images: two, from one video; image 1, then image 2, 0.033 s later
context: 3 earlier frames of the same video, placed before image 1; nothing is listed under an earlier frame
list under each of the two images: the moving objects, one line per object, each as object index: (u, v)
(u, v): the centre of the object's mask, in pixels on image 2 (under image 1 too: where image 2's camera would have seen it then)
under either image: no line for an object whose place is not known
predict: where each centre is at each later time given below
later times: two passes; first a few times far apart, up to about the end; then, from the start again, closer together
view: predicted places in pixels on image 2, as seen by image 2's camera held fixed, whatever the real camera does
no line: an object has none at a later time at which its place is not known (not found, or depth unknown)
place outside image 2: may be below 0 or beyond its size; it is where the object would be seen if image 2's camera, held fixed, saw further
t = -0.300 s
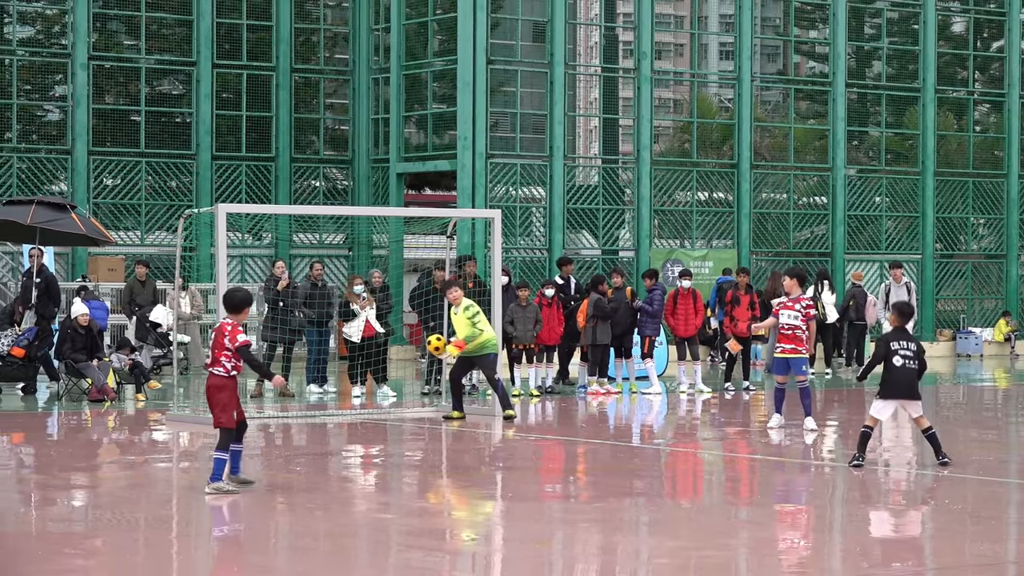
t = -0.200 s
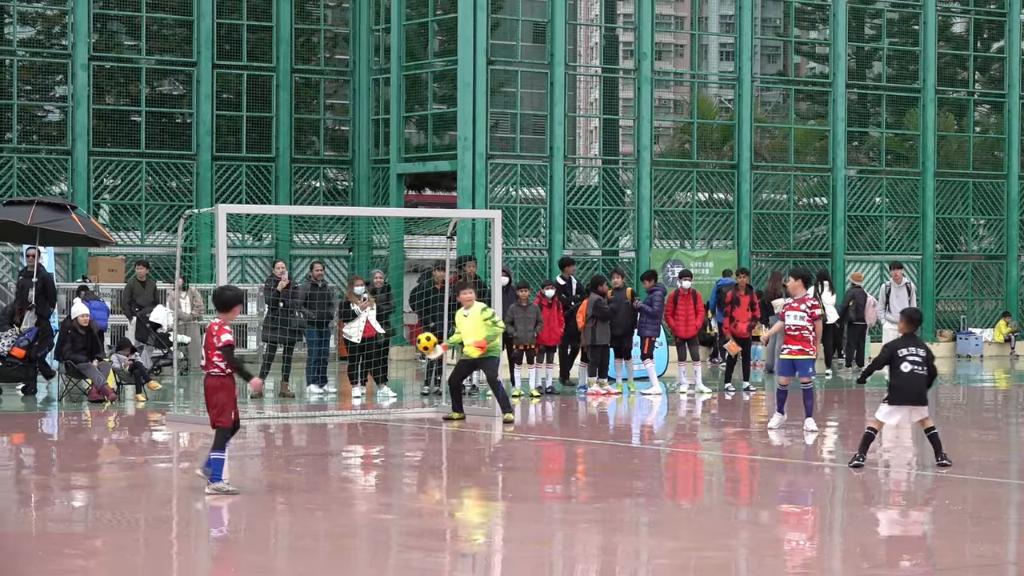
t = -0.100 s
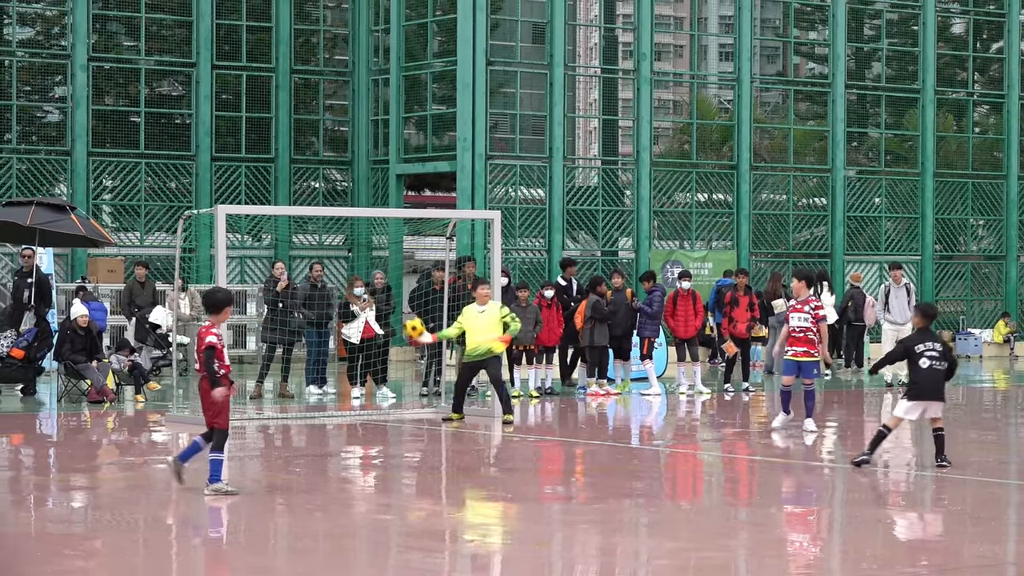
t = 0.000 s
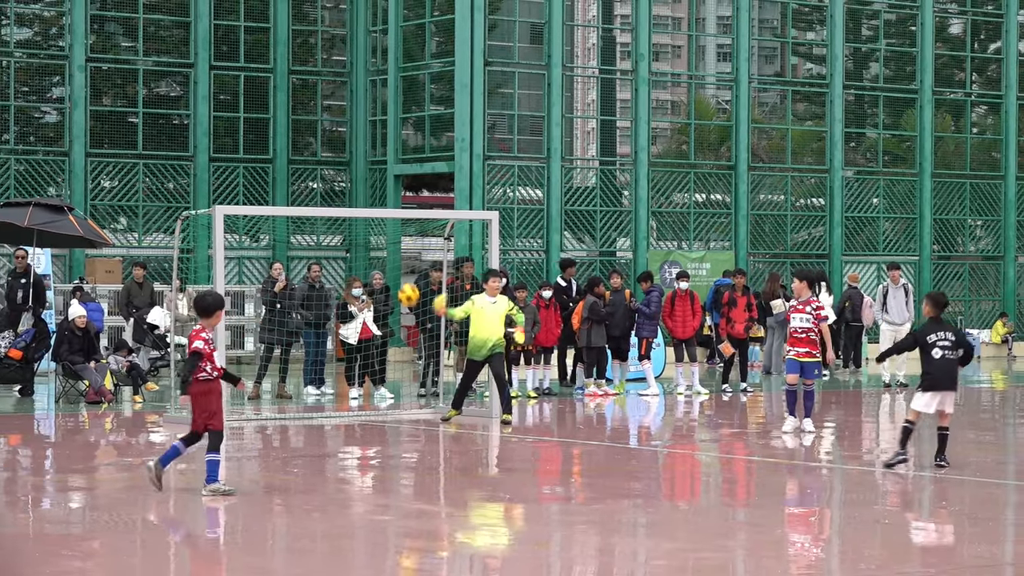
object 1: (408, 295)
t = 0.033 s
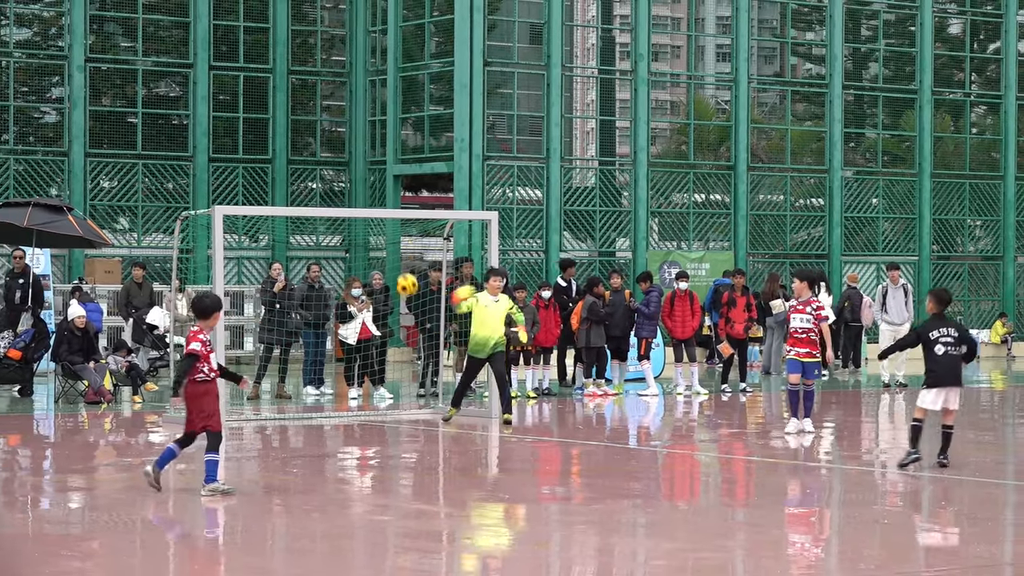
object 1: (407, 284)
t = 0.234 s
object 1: (400, 242)
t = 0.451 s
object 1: (391, 244)
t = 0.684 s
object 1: (381, 310)
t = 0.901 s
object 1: (372, 441)
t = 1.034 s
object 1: (358, 424)
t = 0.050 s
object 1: (406, 279)
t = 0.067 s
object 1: (406, 275)
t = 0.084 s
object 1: (405, 270)
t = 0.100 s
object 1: (405, 266)
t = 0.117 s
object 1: (404, 262)
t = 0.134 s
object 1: (403, 258)
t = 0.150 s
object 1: (403, 255)
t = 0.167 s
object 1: (403, 251)
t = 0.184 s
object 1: (402, 249)
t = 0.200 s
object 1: (401, 246)
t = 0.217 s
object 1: (400, 244)
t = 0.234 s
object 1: (400, 242)
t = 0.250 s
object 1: (399, 240)
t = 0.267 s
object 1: (399, 238)
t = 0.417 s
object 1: (392, 241)
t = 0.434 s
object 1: (392, 242)
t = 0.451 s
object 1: (391, 244)
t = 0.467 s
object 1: (391, 247)
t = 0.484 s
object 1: (390, 249)
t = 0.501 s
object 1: (389, 253)
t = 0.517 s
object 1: (388, 257)
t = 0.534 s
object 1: (388, 260)
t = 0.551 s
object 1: (387, 264)
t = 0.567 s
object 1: (387, 269)
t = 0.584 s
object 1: (386, 273)
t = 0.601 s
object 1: (385, 279)
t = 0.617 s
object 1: (384, 285)
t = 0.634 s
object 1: (383, 291)
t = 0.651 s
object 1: (383, 297)
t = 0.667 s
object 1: (382, 303)
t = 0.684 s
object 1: (381, 310)
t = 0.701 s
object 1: (381, 317)
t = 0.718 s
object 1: (380, 326)
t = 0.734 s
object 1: (379, 335)
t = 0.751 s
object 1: (377, 343)
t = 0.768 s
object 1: (377, 352)
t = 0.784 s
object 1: (376, 362)
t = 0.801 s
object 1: (375, 372)
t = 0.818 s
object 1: (373, 382)
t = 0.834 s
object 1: (372, 393)
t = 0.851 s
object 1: (373, 404)
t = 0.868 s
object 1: (373, 418)
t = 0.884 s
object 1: (372, 431)
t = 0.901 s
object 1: (372, 441)
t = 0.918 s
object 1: (371, 454)
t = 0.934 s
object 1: (369, 451)
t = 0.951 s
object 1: (367, 446)
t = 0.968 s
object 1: (365, 441)
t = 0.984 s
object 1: (363, 436)
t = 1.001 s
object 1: (361, 432)
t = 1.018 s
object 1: (359, 428)
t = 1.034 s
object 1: (358, 424)
